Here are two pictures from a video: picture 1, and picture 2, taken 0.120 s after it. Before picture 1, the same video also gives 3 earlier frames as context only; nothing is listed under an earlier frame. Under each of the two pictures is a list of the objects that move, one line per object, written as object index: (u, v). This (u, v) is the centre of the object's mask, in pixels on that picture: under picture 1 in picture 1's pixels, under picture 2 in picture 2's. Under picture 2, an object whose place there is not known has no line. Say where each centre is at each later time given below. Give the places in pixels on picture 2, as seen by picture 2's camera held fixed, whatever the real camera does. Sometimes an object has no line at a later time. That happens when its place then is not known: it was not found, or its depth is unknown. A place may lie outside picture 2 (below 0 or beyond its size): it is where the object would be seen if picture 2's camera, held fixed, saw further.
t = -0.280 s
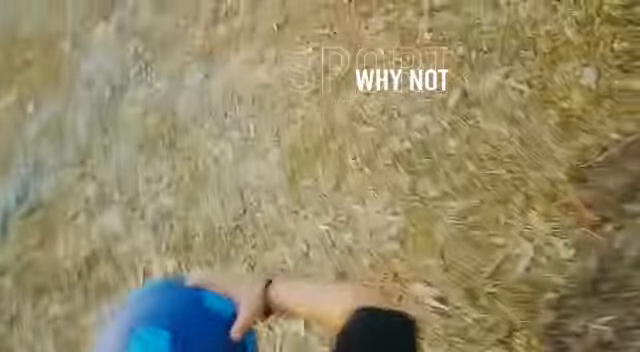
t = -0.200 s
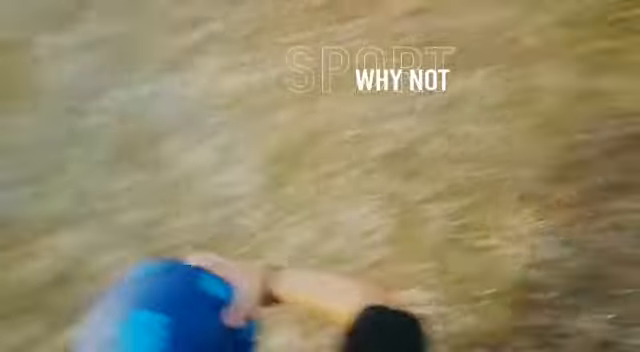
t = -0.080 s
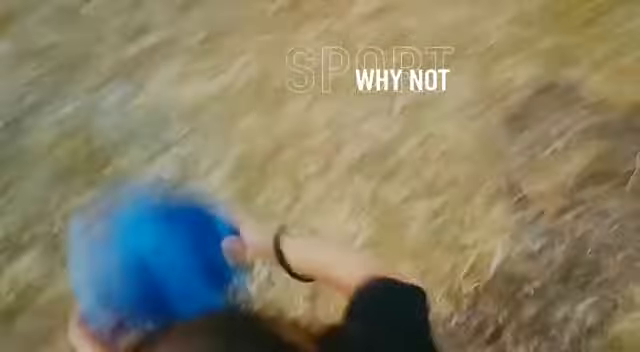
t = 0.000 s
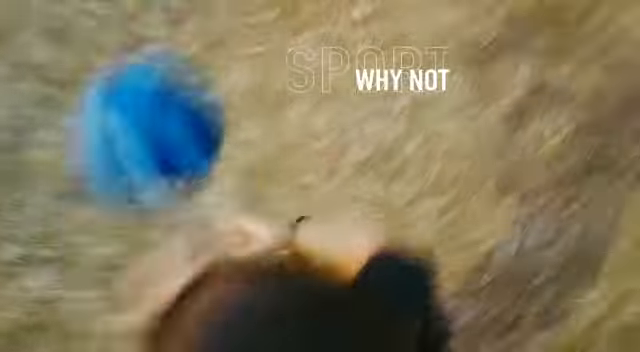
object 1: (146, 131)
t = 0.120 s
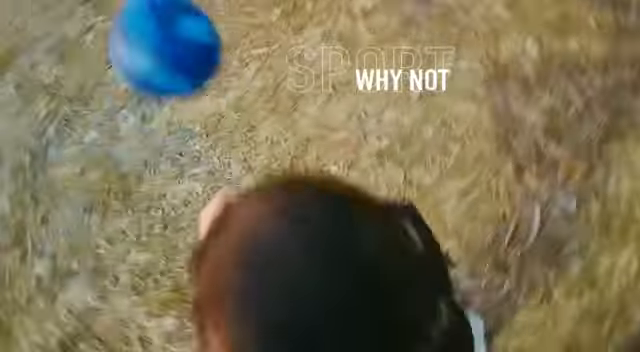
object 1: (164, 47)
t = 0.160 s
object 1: (163, 37)
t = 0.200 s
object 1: (171, 29)
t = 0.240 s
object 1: (183, 30)
